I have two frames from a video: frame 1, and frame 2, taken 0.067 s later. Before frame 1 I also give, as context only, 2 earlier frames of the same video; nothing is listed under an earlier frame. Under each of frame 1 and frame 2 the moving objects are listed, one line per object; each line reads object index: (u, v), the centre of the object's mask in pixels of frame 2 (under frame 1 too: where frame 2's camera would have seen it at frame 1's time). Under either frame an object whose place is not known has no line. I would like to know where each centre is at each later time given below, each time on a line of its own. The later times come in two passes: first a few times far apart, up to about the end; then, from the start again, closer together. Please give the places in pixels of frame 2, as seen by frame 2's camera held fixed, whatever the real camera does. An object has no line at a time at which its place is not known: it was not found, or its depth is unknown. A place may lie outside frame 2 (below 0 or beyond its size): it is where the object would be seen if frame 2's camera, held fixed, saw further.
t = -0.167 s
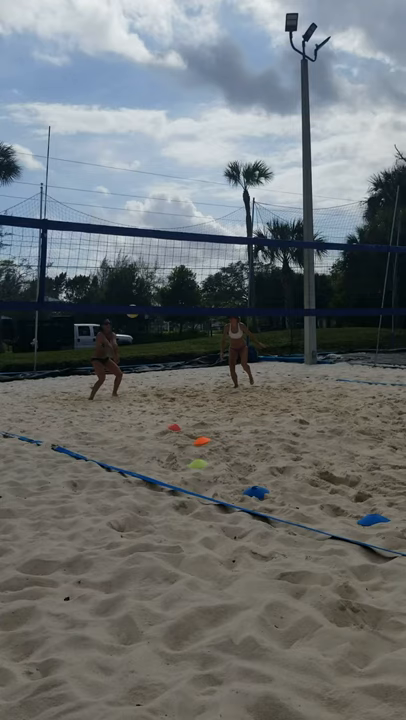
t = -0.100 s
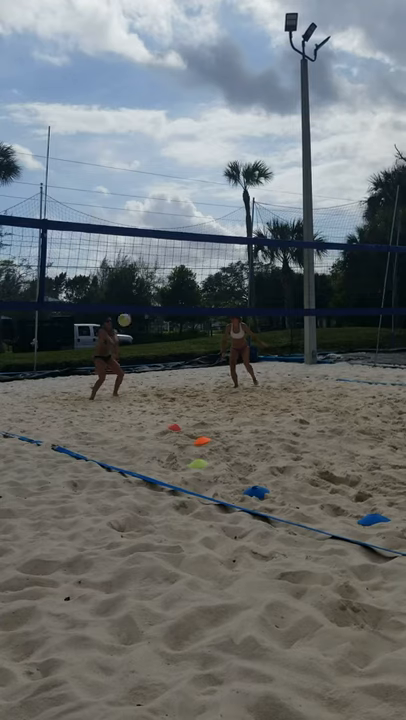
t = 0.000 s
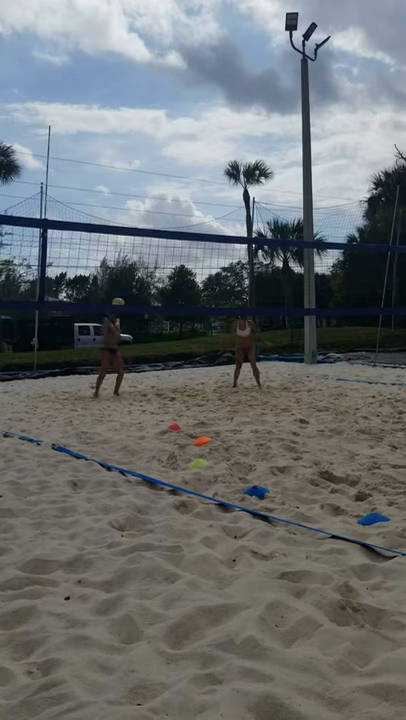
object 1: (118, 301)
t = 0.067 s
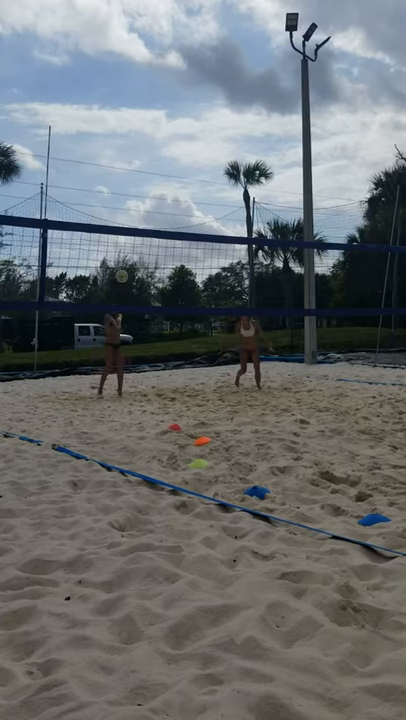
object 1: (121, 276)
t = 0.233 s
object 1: (130, 216)
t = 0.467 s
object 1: (144, 157)
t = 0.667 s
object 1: (157, 132)
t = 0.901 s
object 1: (173, 130)
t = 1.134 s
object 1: (190, 161)
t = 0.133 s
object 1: (125, 250)
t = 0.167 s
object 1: (127, 239)
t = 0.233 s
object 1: (130, 216)
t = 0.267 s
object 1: (132, 206)
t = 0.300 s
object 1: (134, 196)
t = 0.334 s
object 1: (136, 187)
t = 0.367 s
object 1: (138, 178)
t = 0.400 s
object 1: (140, 171)
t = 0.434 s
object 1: (142, 164)
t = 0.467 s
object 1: (144, 157)
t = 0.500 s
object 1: (146, 151)
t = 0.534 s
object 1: (148, 146)
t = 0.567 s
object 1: (151, 142)
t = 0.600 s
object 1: (153, 138)
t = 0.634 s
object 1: (155, 134)
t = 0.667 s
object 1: (157, 132)
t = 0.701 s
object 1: (159, 129)
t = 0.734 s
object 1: (161, 128)
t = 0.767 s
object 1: (164, 127)
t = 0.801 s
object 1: (166, 127)
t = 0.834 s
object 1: (168, 127)
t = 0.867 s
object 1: (171, 129)
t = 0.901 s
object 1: (173, 130)
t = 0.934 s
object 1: (175, 133)
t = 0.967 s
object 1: (178, 136)
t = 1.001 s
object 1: (180, 139)
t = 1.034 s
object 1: (183, 144)
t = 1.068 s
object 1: (185, 149)
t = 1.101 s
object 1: (188, 154)
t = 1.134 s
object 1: (190, 161)
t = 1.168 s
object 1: (193, 167)
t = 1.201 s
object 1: (195, 175)
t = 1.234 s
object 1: (198, 183)
